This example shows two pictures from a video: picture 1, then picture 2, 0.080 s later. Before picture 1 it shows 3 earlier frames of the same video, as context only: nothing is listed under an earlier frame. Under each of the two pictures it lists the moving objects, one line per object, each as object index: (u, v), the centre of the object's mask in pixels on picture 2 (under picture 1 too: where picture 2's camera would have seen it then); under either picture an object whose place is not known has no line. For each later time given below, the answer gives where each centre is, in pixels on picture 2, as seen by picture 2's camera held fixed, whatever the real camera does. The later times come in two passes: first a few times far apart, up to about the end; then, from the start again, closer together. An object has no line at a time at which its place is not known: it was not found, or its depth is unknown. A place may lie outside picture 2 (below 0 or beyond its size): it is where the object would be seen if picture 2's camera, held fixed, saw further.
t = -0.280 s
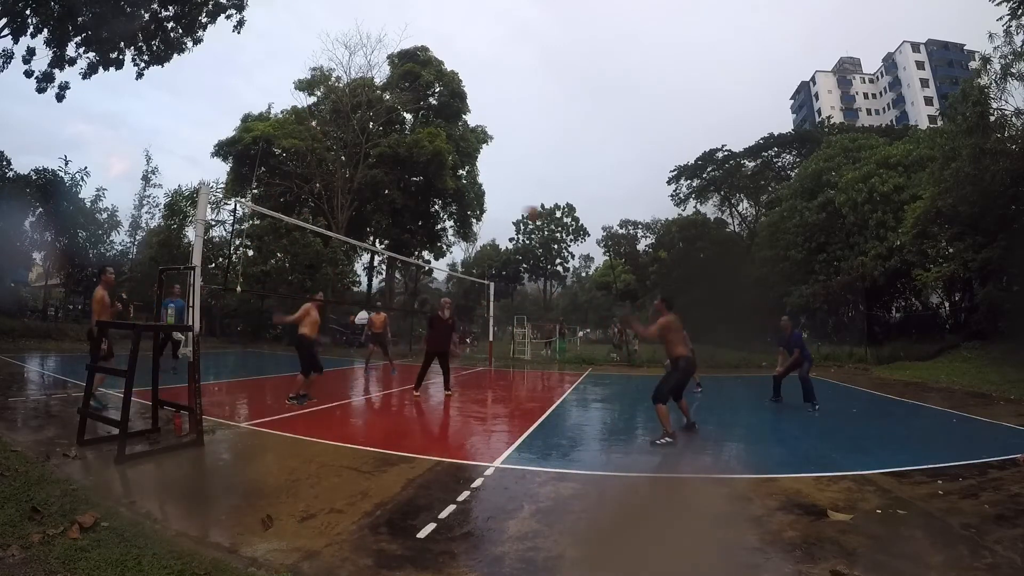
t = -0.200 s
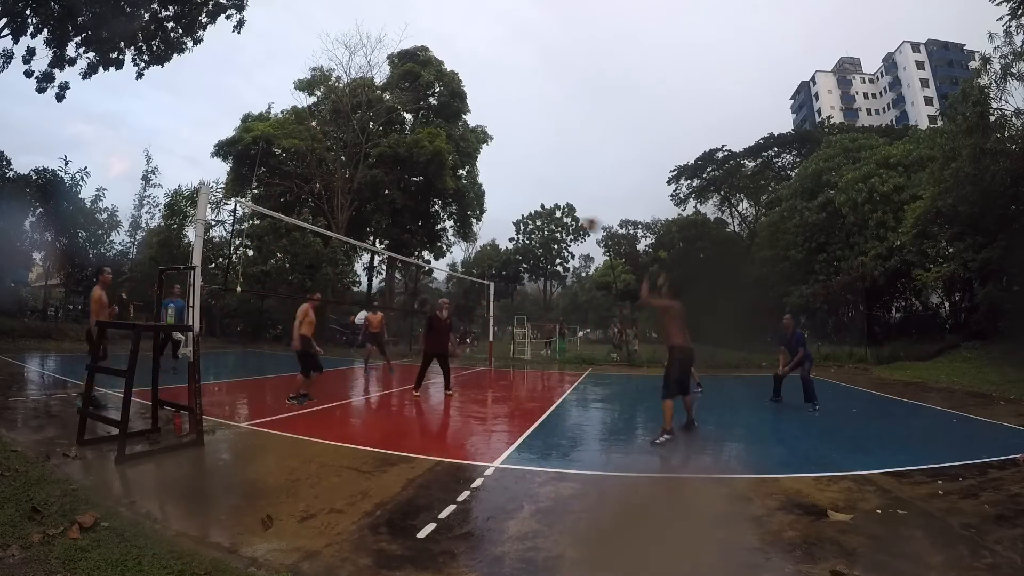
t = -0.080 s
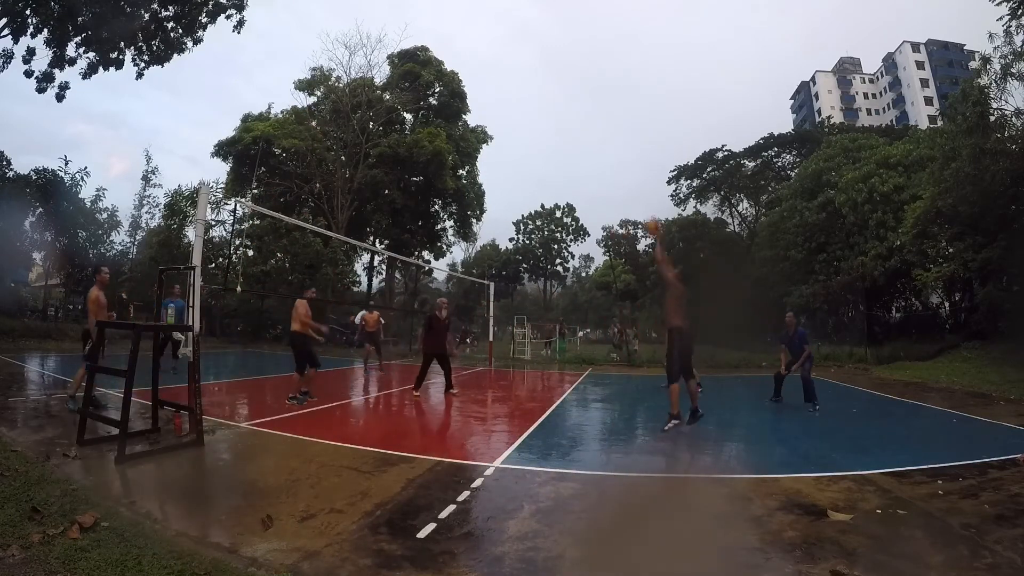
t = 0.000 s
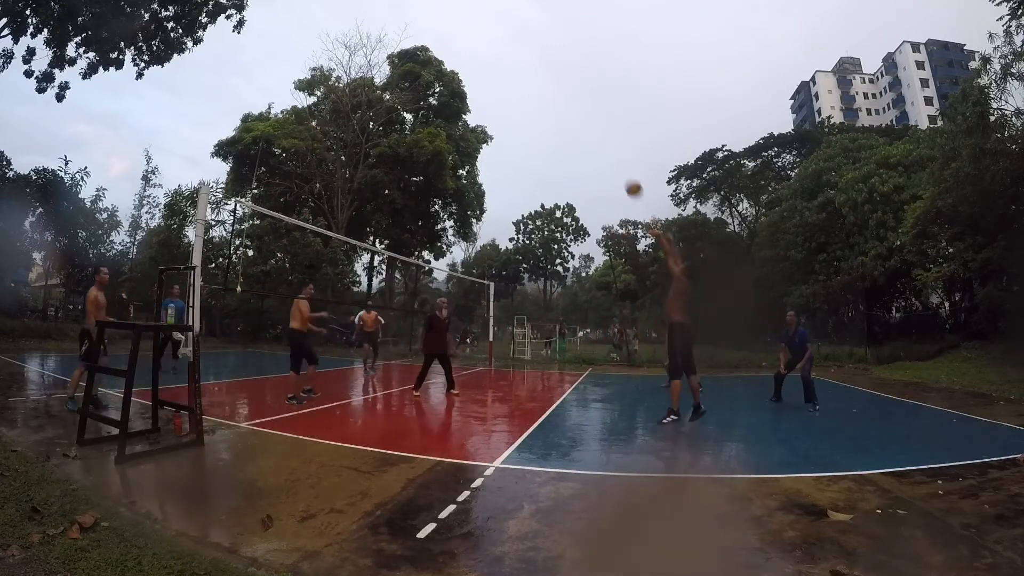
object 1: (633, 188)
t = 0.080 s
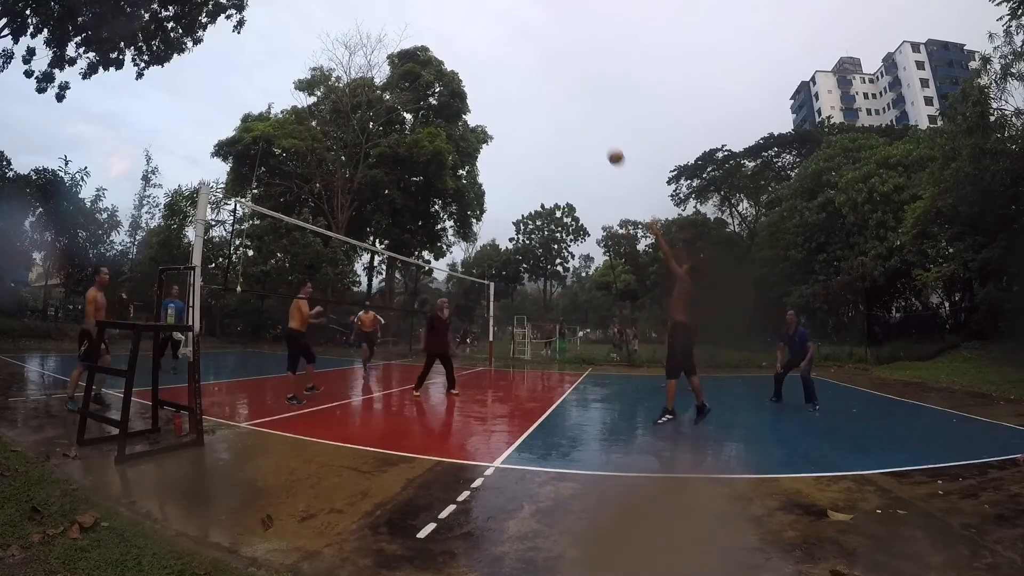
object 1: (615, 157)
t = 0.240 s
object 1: (583, 113)
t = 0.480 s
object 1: (539, 85)
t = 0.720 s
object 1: (501, 94)
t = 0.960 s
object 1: (463, 138)
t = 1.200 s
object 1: (428, 218)
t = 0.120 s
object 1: (607, 142)
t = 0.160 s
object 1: (599, 132)
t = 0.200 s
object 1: (590, 121)
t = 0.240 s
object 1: (583, 113)
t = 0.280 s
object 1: (575, 105)
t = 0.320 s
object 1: (568, 99)
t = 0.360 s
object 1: (560, 94)
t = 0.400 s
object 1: (553, 90)
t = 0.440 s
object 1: (546, 87)
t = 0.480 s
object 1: (539, 85)
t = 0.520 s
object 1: (533, 84)
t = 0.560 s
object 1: (526, 84)
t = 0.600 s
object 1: (520, 86)
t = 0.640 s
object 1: (513, 88)
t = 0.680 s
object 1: (507, 91)
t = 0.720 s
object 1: (501, 94)
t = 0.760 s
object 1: (494, 99)
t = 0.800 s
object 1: (488, 105)
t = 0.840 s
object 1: (482, 112)
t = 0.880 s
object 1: (476, 119)
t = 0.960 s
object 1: (463, 138)
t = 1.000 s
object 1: (457, 148)
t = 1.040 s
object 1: (451, 160)
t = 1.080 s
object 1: (445, 172)
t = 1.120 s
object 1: (439, 187)
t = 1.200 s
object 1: (428, 218)
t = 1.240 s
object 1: (422, 234)
